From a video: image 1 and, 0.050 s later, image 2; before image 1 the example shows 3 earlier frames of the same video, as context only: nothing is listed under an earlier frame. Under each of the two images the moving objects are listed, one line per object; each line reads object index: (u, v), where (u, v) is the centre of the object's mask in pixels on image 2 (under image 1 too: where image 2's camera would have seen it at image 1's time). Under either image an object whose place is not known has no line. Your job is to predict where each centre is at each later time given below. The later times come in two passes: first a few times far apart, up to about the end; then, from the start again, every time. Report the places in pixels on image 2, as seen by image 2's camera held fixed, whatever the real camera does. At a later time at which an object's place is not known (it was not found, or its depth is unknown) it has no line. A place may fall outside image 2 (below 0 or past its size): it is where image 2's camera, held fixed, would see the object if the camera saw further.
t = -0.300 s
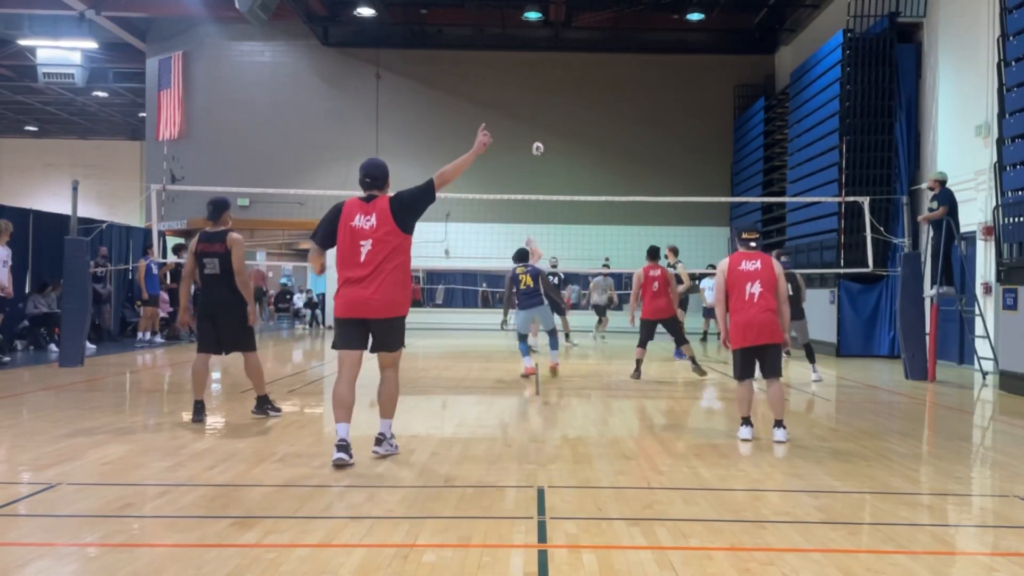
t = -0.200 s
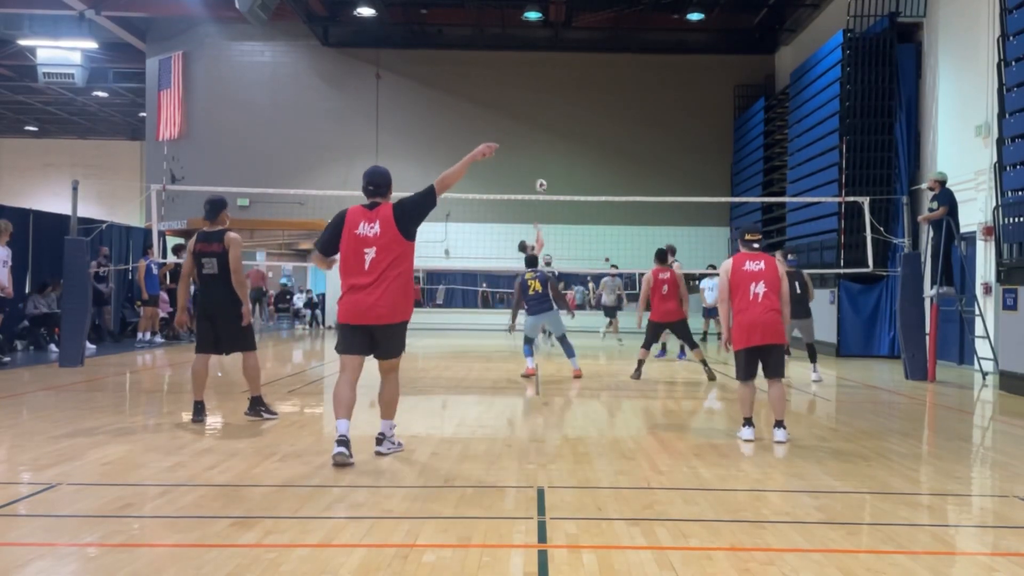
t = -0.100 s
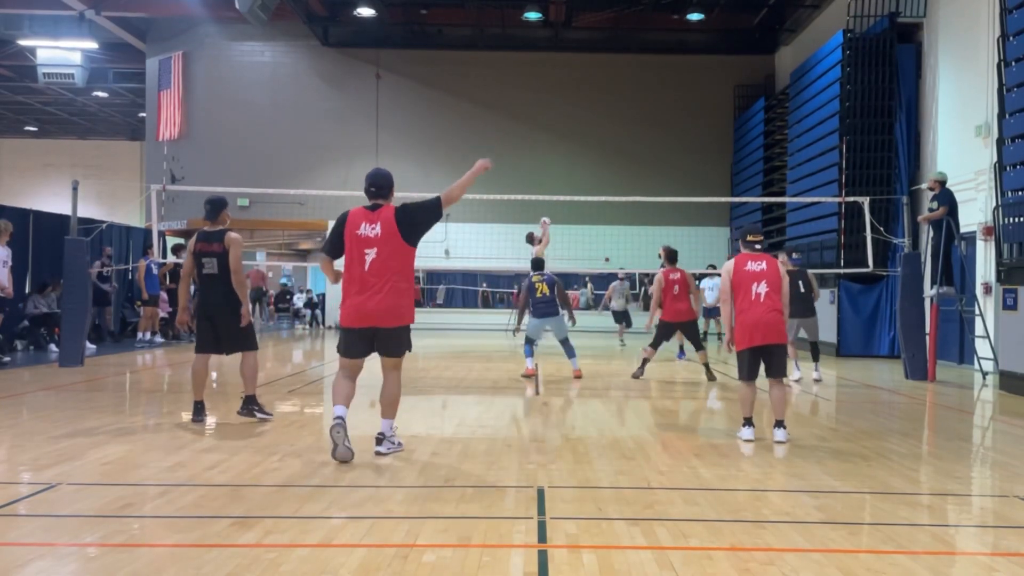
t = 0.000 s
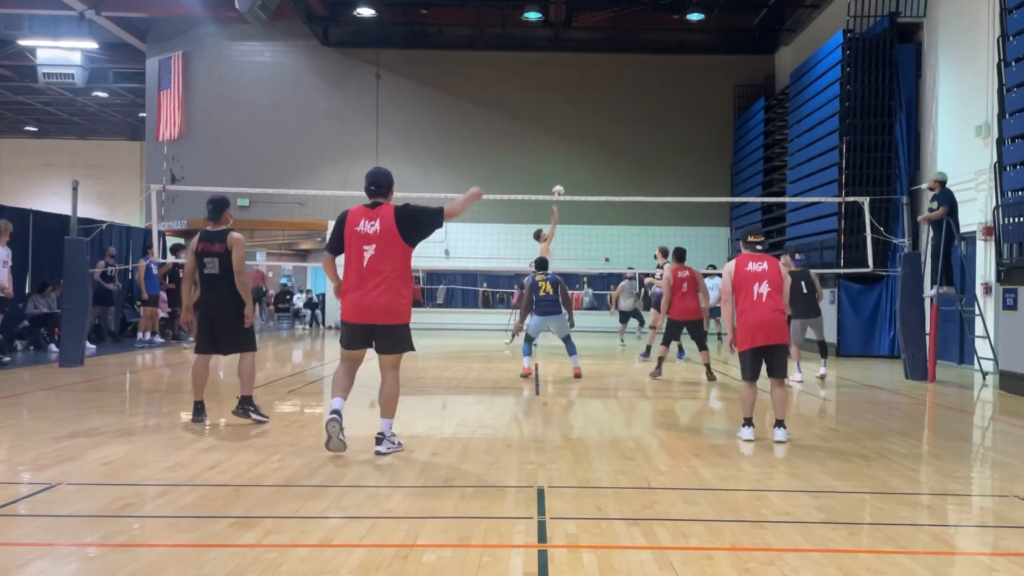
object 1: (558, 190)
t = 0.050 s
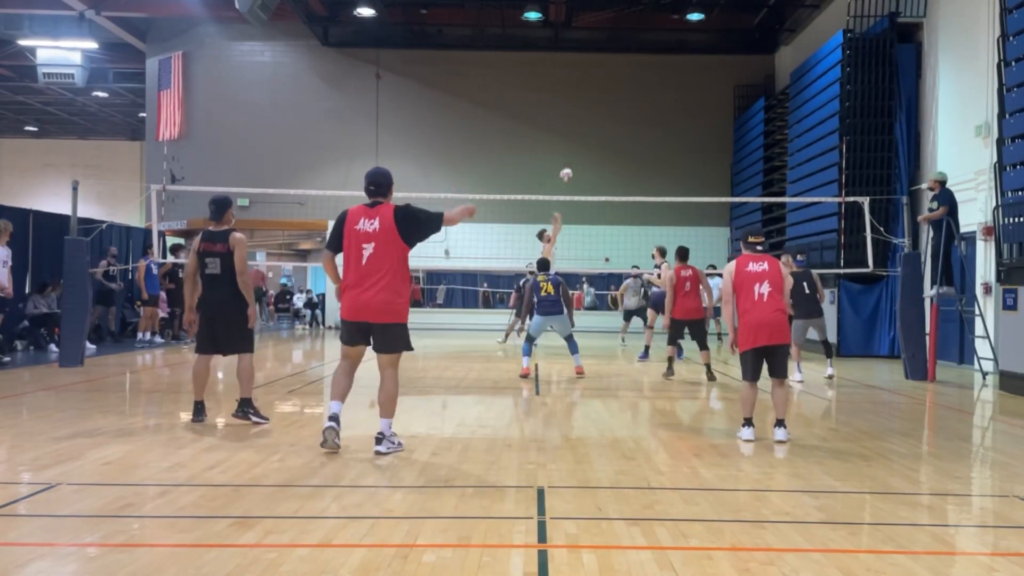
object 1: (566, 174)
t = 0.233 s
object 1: (596, 123)
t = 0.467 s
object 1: (635, 84)
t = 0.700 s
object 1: (677, 77)
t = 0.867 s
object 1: (707, 93)
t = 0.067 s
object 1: (569, 169)
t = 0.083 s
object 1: (571, 164)
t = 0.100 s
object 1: (574, 159)
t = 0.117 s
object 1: (577, 154)
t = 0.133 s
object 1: (580, 149)
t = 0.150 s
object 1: (583, 144)
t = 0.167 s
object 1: (585, 140)
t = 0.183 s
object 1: (588, 135)
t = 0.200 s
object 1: (591, 131)
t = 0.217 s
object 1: (593, 127)
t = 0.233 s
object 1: (596, 123)
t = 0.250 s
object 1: (599, 119)
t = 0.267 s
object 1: (602, 115)
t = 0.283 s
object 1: (604, 112)
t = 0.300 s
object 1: (607, 109)
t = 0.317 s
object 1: (610, 106)
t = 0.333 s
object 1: (613, 103)
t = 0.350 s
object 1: (616, 100)
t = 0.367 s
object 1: (618, 97)
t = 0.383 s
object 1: (621, 94)
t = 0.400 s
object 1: (624, 92)
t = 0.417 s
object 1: (627, 90)
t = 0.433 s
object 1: (630, 88)
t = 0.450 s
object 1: (633, 86)
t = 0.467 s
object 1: (635, 84)
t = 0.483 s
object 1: (639, 82)
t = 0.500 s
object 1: (641, 81)
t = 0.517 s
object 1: (644, 80)
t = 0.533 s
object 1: (647, 79)
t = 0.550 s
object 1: (650, 78)
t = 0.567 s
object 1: (653, 77)
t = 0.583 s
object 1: (656, 76)
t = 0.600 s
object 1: (659, 76)
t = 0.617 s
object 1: (662, 76)
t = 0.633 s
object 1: (665, 76)
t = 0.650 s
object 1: (668, 76)
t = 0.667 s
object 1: (671, 76)
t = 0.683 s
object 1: (674, 77)
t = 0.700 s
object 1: (677, 77)
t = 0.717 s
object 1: (680, 78)
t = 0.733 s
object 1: (682, 79)
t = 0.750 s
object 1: (686, 80)
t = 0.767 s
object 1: (689, 81)
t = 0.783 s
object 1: (692, 83)
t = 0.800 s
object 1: (695, 85)
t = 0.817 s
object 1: (698, 87)
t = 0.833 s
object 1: (701, 89)
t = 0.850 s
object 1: (704, 91)
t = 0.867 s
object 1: (707, 93)
